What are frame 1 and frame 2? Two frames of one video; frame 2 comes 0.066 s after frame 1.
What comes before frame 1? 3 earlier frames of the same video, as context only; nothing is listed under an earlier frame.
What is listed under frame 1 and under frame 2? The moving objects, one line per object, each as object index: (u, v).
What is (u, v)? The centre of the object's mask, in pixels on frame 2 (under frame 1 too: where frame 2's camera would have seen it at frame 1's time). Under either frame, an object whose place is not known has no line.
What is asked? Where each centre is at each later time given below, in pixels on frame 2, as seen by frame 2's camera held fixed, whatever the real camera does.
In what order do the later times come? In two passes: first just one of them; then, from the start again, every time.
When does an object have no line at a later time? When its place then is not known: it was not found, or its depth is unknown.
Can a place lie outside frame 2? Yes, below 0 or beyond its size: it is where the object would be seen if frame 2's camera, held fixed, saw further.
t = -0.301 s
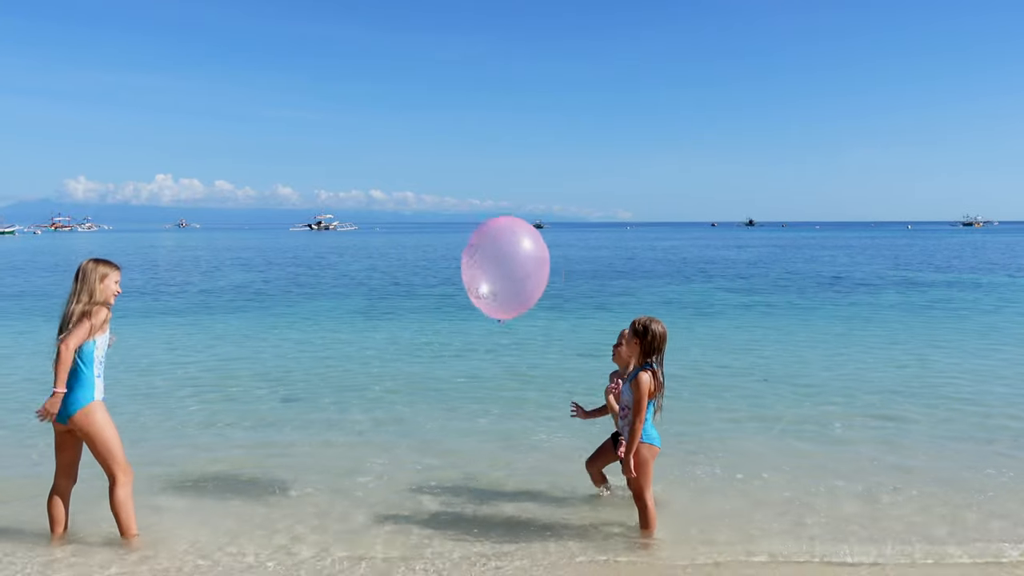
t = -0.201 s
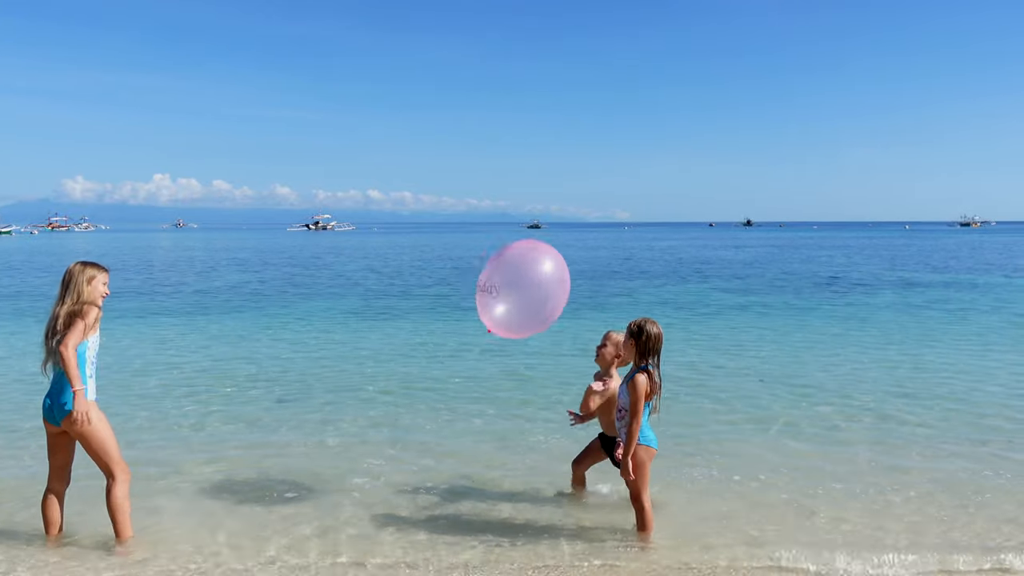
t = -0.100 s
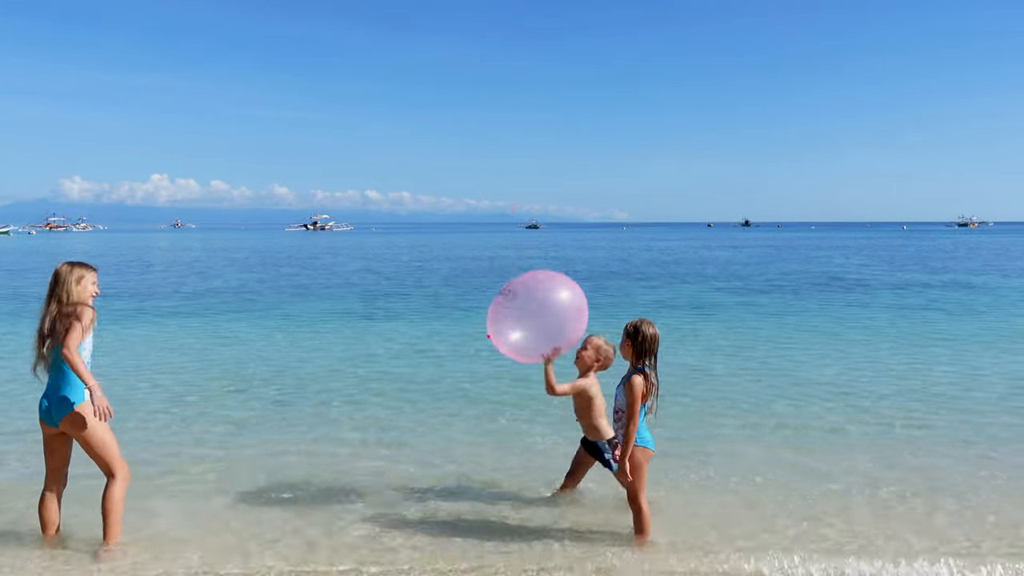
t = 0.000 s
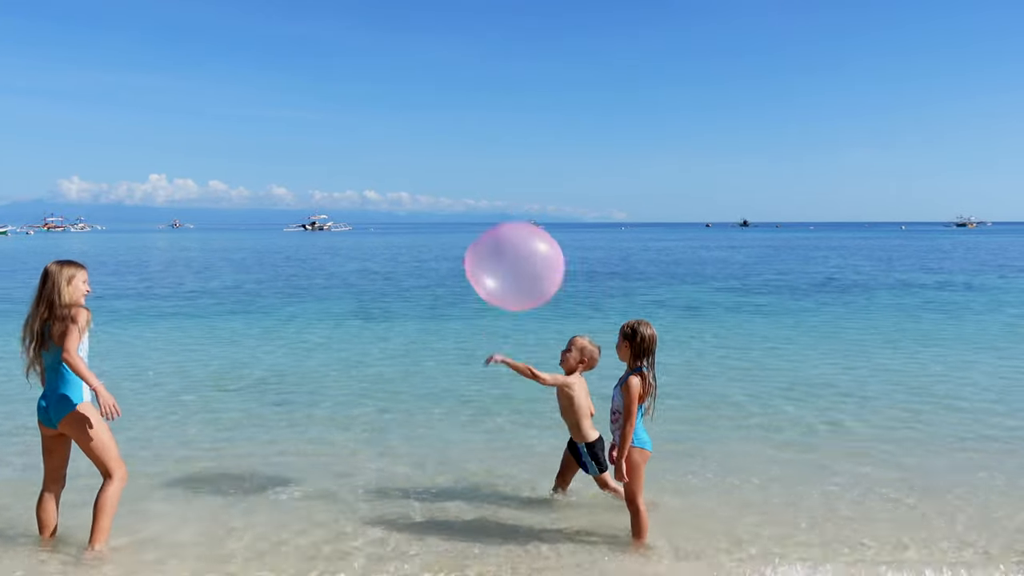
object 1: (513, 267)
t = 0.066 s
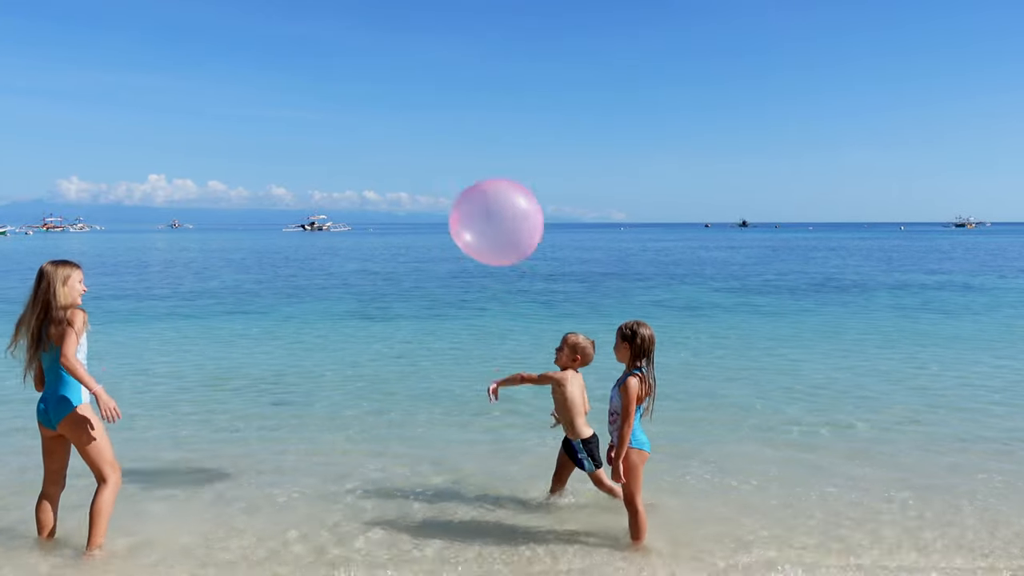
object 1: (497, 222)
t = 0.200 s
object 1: (463, 143)
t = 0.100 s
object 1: (489, 200)
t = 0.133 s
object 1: (481, 181)
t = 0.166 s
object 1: (472, 161)
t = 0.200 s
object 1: (463, 143)
